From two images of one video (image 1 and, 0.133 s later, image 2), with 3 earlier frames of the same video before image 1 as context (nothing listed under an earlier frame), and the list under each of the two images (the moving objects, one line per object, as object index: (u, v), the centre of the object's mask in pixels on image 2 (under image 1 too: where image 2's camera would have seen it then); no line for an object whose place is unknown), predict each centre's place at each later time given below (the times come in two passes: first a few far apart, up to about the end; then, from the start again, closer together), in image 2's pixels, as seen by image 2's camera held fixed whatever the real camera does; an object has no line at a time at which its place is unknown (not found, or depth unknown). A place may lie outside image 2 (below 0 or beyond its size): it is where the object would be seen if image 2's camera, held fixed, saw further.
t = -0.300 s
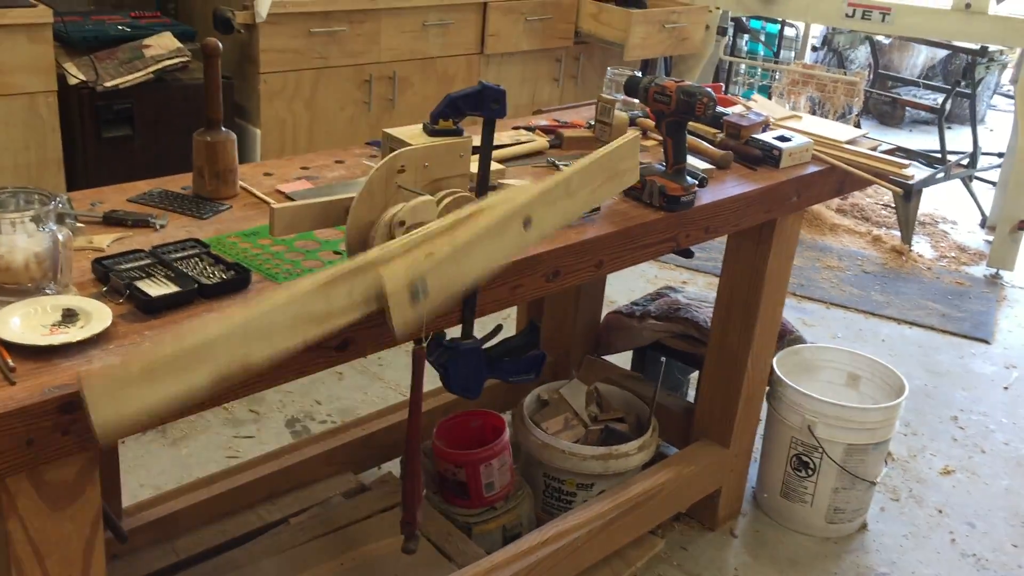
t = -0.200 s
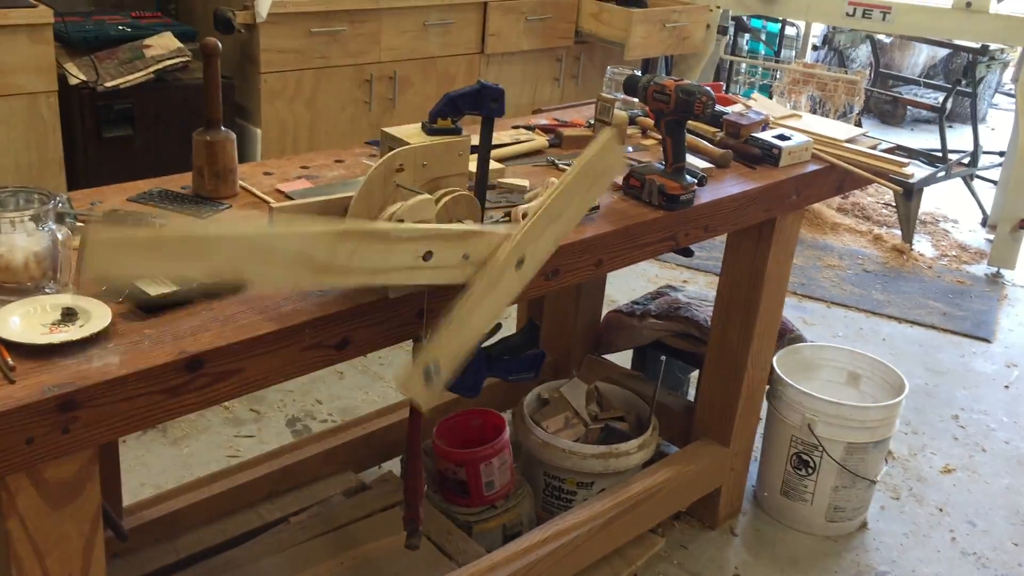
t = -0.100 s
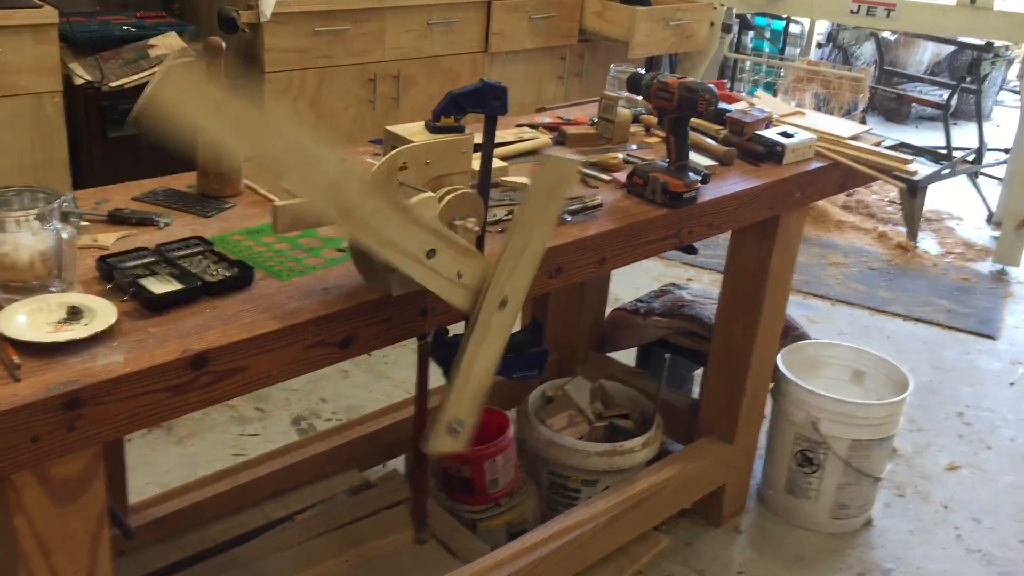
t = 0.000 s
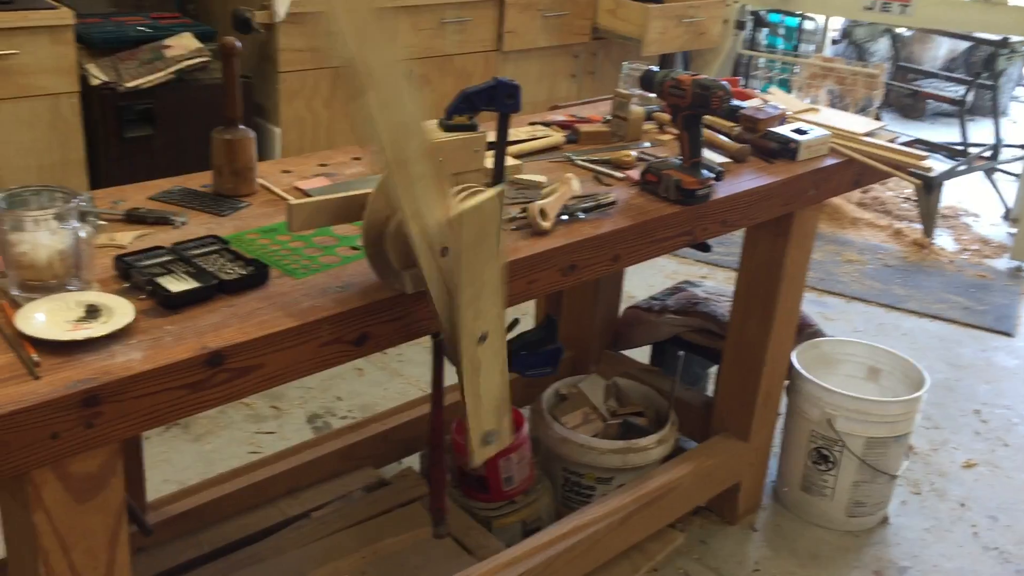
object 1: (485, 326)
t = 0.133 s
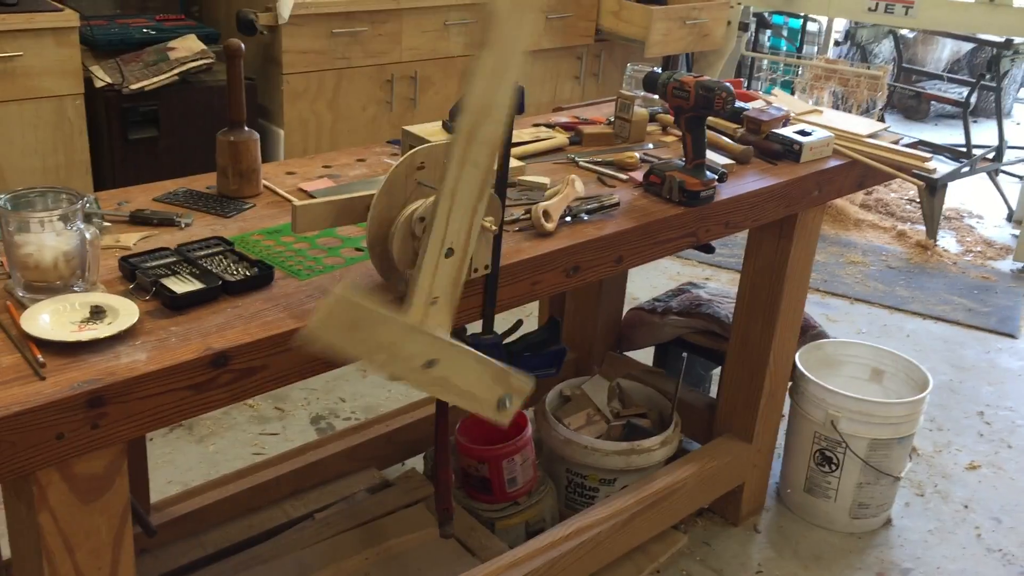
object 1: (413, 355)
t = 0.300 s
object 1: (355, 338)
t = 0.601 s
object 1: (372, 207)
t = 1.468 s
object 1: (471, 346)
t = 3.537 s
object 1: (382, 201)
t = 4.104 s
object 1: (520, 206)
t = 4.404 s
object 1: (511, 307)
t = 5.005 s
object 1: (344, 268)
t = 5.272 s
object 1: (401, 166)
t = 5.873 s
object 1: (533, 236)
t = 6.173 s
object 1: (470, 345)
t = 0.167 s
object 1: (396, 356)
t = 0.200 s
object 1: (382, 356)
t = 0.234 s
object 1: (368, 353)
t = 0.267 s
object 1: (362, 347)
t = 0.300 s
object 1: (355, 338)
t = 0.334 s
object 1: (343, 328)
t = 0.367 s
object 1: (344, 314)
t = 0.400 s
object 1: (350, 295)
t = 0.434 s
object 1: (344, 285)
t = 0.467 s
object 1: (343, 271)
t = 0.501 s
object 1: (349, 252)
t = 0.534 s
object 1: (355, 237)
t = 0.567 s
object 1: (363, 221)
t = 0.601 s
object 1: (372, 207)
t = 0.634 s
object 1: (383, 194)
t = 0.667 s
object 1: (393, 182)
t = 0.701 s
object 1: (403, 172)
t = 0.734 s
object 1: (415, 163)
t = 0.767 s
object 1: (428, 155)
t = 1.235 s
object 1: (542, 235)
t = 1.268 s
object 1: (537, 256)
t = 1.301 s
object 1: (530, 275)
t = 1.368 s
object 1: (510, 308)
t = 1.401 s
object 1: (500, 321)
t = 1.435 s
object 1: (486, 336)
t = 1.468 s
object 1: (471, 346)
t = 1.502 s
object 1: (457, 356)
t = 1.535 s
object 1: (440, 362)
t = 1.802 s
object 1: (348, 327)
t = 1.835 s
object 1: (345, 314)
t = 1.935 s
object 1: (357, 260)
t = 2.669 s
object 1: (531, 242)
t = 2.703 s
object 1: (527, 258)
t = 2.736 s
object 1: (519, 272)
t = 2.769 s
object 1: (510, 288)
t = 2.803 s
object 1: (501, 300)
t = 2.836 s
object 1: (489, 312)
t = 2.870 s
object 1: (478, 326)
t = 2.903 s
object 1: (464, 333)
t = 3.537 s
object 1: (382, 201)
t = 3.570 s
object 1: (390, 190)
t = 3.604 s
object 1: (399, 181)
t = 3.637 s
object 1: (407, 173)
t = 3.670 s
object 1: (415, 166)
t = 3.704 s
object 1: (427, 160)
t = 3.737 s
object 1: (438, 155)
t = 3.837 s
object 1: (467, 151)
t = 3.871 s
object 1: (476, 154)
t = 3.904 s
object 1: (485, 157)
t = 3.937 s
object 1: (493, 161)
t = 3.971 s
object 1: (500, 168)
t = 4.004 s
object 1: (507, 176)
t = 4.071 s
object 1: (516, 194)
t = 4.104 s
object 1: (520, 206)
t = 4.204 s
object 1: (530, 242)
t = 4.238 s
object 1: (529, 254)
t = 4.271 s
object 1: (531, 265)
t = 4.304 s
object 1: (529, 277)
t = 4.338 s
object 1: (524, 287)
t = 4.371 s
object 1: (517, 298)
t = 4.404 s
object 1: (511, 307)
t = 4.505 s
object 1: (481, 328)
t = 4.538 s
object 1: (465, 333)
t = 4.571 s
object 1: (448, 338)
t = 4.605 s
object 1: (432, 343)
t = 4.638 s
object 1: (416, 349)
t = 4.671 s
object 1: (403, 352)
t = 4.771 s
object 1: (363, 345)
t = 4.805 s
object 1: (356, 338)
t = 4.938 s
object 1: (341, 297)
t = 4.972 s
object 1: (343, 283)
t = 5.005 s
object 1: (344, 268)
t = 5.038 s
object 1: (345, 255)
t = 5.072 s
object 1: (352, 240)
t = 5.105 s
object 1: (356, 225)
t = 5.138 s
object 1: (362, 211)
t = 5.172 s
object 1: (372, 198)
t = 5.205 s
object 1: (377, 184)
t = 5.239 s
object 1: (388, 172)
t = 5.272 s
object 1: (401, 166)
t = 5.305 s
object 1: (411, 154)
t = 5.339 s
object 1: (422, 145)
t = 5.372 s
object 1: (438, 140)
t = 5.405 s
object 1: (452, 136)
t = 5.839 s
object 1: (533, 225)
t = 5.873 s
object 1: (533, 236)
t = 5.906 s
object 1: (530, 251)
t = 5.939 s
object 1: (526, 263)
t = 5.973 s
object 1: (522, 274)
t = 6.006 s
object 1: (517, 285)
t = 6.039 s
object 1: (510, 298)
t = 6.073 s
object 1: (500, 311)
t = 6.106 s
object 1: (491, 323)
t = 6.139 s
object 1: (482, 334)
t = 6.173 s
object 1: (470, 345)
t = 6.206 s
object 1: (459, 354)
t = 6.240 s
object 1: (448, 361)
